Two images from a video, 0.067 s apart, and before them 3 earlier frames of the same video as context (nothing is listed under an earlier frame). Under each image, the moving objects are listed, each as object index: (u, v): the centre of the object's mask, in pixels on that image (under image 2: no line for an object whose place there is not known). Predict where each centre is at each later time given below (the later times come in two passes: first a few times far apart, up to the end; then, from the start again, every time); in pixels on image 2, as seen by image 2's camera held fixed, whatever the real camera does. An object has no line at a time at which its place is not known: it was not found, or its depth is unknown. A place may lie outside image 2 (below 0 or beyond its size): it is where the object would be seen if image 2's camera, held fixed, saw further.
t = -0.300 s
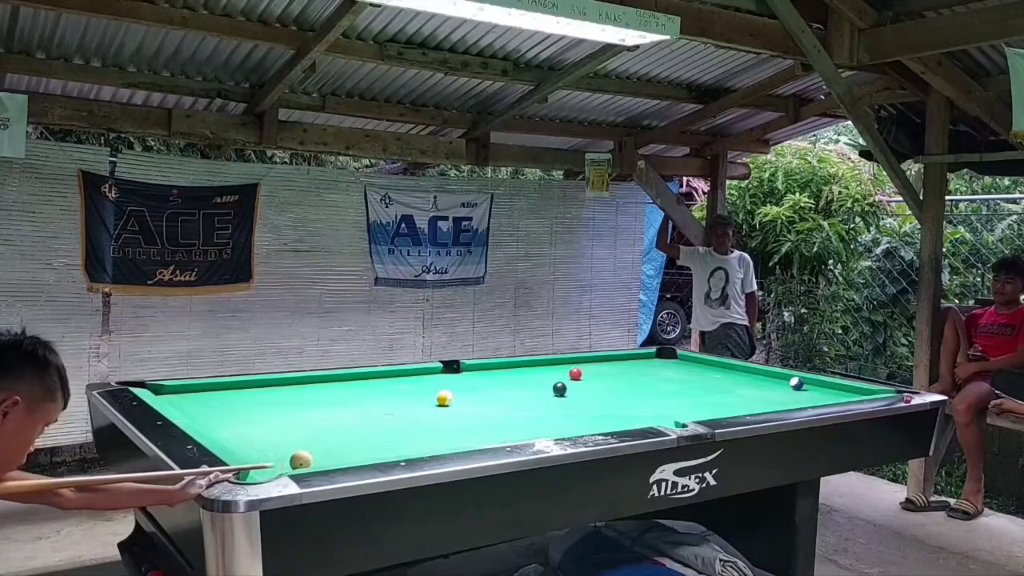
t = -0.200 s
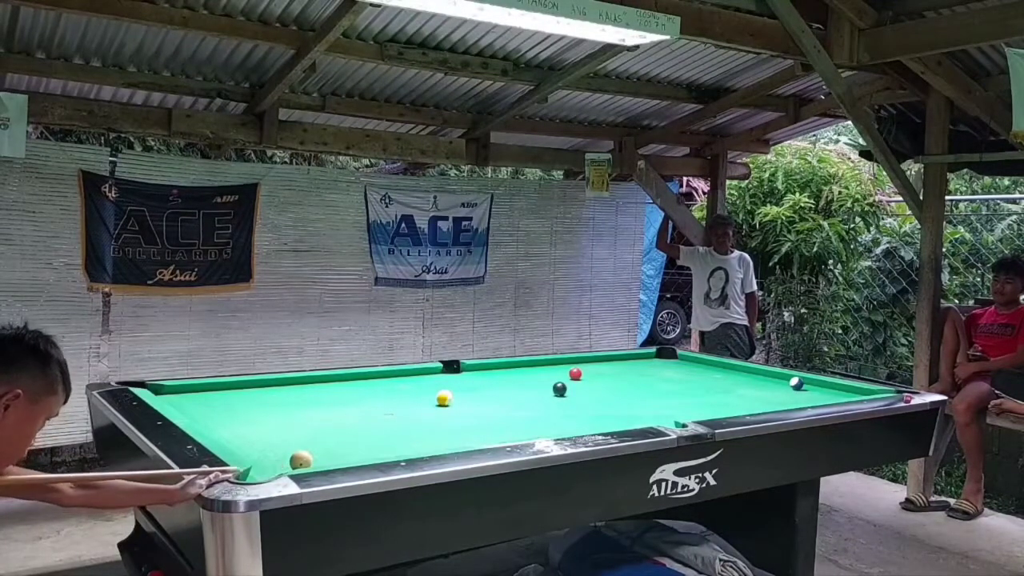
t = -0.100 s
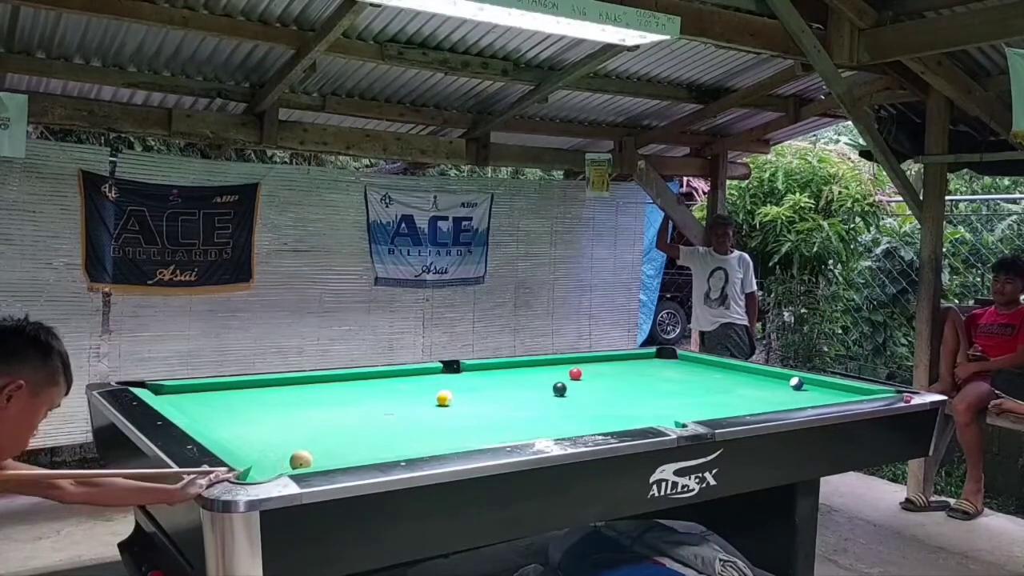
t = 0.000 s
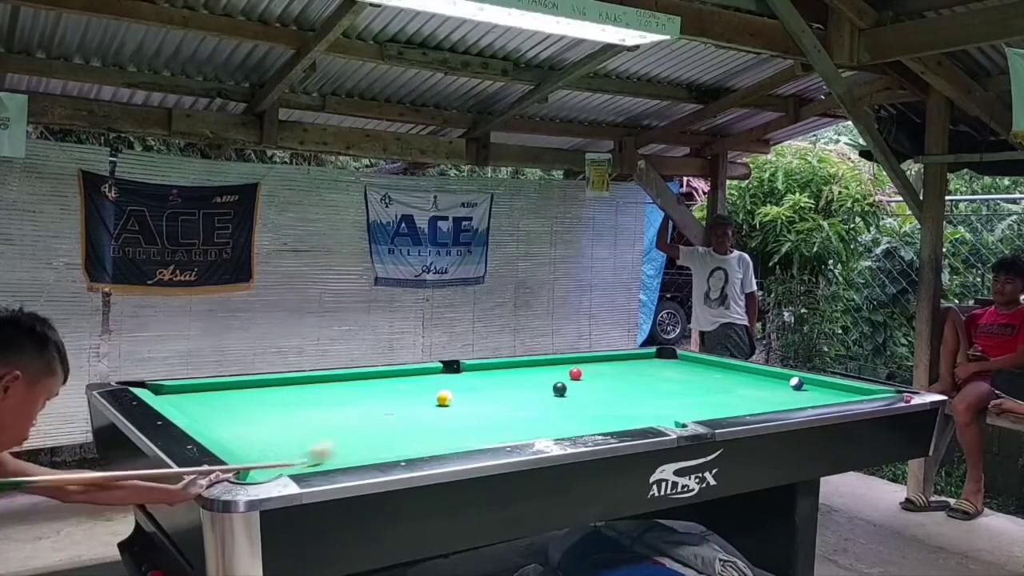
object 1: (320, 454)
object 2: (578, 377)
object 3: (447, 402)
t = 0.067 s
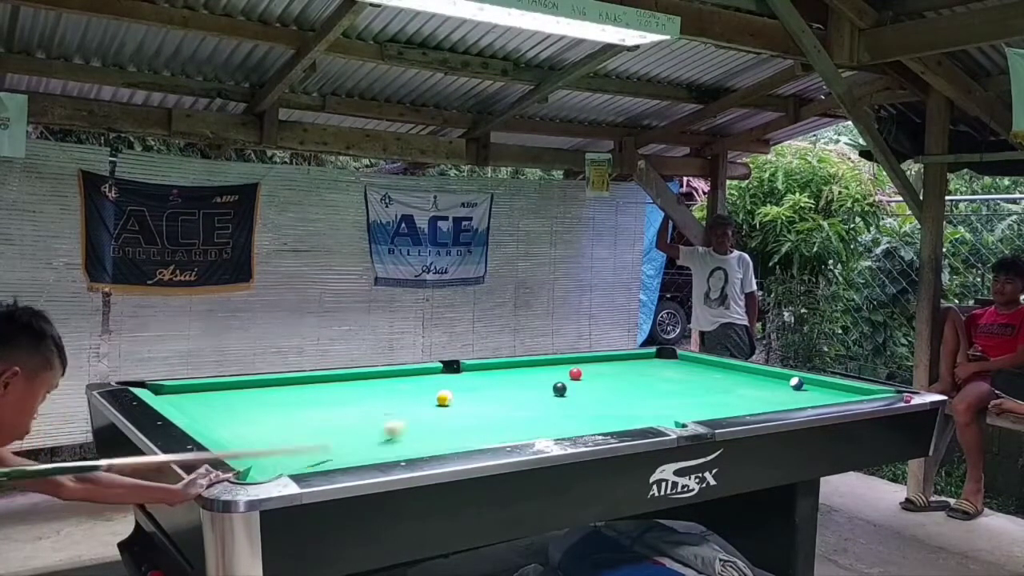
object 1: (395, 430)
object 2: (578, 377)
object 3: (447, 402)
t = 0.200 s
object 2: (577, 375)
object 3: (446, 402)
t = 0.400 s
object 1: (559, 373)
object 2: (602, 373)
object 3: (446, 402)
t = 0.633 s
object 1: (527, 367)
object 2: (681, 358)
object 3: (445, 402)
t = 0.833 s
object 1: (510, 365)
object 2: (628, 360)
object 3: (445, 401)
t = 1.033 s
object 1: (505, 367)
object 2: (576, 363)
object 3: (445, 401)
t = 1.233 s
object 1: (500, 369)
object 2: (528, 365)
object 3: (444, 401)
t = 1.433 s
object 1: (495, 372)
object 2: (485, 368)
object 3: (445, 398)
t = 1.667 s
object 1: (489, 374)
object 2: (435, 374)
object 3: (445, 398)
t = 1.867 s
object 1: (484, 377)
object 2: (388, 379)
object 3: (444, 398)
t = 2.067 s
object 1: (480, 379)
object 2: (336, 384)
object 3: (444, 398)
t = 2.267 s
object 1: (476, 381)
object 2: (282, 389)
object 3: (444, 398)
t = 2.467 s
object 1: (472, 382)
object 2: (223, 395)
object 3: (444, 398)
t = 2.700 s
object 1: (468, 384)
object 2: (173, 399)
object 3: (444, 398)
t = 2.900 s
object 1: (465, 386)
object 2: (207, 399)
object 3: (444, 398)
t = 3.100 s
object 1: (463, 388)
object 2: (239, 399)
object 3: (444, 398)
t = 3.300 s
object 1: (461, 389)
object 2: (270, 399)
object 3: (444, 398)
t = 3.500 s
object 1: (459, 391)
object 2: (299, 398)
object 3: (444, 398)
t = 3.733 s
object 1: (458, 392)
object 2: (331, 398)
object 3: (444, 398)
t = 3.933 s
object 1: (458, 392)
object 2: (356, 397)
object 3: (444, 398)
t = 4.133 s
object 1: (457, 393)
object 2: (380, 397)
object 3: (444, 398)
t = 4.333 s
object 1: (457, 394)
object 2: (402, 397)
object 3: (444, 398)
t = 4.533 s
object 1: (457, 394)
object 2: (423, 397)
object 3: (444, 398)
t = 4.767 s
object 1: (459, 394)
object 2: (437, 395)
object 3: (446, 398)
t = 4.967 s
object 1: (467, 394)
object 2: (441, 393)
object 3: (451, 399)
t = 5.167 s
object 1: (474, 394)
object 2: (444, 393)
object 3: (453, 400)
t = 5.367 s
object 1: (481, 395)
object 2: (446, 393)
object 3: (456, 400)
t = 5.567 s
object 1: (487, 395)
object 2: (447, 393)
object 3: (458, 401)
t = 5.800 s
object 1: (493, 395)
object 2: (448, 393)
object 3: (459, 401)
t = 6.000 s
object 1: (496, 394)
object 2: (448, 393)
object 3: (460, 401)
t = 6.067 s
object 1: (498, 394)
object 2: (448, 393)
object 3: (460, 401)
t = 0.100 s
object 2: (578, 377)
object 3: (446, 402)
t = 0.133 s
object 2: (578, 377)
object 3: (445, 400)
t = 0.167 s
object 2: (578, 377)
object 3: (446, 401)
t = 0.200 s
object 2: (577, 375)
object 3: (446, 402)
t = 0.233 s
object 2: (577, 375)
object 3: (446, 402)
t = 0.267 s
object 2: (577, 375)
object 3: (446, 402)
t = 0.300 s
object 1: (545, 381)
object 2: (577, 375)
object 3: (446, 402)
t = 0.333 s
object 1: (558, 376)
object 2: (577, 375)
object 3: (446, 402)
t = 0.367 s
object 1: (564, 374)
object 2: (585, 375)
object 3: (446, 402)
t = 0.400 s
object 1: (559, 373)
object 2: (602, 373)
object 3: (446, 402)
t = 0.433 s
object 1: (554, 372)
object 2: (619, 369)
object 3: (446, 402)
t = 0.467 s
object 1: (549, 371)
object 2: (634, 367)
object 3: (446, 402)
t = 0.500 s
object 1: (544, 370)
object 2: (646, 364)
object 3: (446, 402)
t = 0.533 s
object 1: (540, 369)
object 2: (659, 362)
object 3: (445, 402)
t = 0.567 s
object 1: (536, 369)
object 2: (671, 361)
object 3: (445, 402)
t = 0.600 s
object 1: (531, 368)
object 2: (683, 359)
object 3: (445, 402)
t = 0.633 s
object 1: (527, 367)
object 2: (681, 358)
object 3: (445, 402)
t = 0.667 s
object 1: (523, 366)
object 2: (672, 359)
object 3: (445, 402)
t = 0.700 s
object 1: (519, 365)
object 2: (662, 359)
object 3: (445, 401)
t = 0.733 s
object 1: (515, 364)
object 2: (654, 359)
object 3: (445, 401)
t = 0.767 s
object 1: (512, 364)
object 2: (645, 360)
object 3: (445, 401)
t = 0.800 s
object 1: (511, 365)
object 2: (637, 360)
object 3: (445, 401)
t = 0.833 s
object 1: (510, 365)
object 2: (628, 360)
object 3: (445, 401)
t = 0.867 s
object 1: (510, 365)
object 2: (620, 360)
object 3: (445, 401)
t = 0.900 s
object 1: (509, 365)
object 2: (611, 361)
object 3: (445, 401)
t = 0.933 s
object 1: (507, 366)
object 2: (603, 361)
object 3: (445, 401)
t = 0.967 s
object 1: (507, 366)
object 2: (594, 362)
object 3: (445, 401)
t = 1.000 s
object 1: (506, 367)
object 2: (585, 362)
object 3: (445, 401)
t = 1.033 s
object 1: (505, 367)
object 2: (576, 363)
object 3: (445, 401)
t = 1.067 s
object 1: (504, 367)
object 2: (568, 362)
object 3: (445, 401)
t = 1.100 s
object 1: (503, 368)
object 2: (558, 363)
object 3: (445, 401)
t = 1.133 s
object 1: (502, 368)
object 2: (549, 363)
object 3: (445, 401)
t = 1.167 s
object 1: (501, 369)
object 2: (541, 364)
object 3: (444, 401)
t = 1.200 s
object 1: (500, 369)
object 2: (534, 364)
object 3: (444, 401)
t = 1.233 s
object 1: (500, 369)
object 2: (528, 365)
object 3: (444, 401)
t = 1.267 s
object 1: (499, 370)
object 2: (521, 365)
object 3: (444, 401)
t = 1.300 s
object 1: (498, 370)
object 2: (515, 366)
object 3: (444, 401)
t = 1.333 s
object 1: (497, 371)
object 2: (508, 366)
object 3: (444, 401)
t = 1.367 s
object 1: (496, 371)
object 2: (504, 365)
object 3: (444, 401)
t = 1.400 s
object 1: (495, 371)
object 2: (491, 365)
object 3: (444, 401)
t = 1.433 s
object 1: (495, 372)
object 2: (485, 368)
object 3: (445, 398)
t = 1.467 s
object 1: (494, 372)
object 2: (479, 369)
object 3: (444, 398)
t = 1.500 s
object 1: (493, 373)
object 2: (472, 370)
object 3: (444, 398)
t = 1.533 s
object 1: (492, 373)
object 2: (465, 370)
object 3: (444, 398)
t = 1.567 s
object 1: (491, 373)
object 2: (457, 371)
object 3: (445, 398)
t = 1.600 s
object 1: (491, 374)
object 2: (450, 371)
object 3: (445, 398)
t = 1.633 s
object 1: (490, 374)
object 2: (442, 373)
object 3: (445, 398)
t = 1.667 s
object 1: (489, 374)
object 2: (435, 374)
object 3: (445, 398)
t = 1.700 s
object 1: (488, 375)
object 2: (428, 374)
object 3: (445, 398)
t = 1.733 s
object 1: (487, 375)
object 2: (420, 375)
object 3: (445, 398)
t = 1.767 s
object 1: (487, 375)
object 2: (412, 376)
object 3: (444, 398)
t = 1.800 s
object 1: (486, 376)
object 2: (403, 377)
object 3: (444, 398)
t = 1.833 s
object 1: (485, 376)
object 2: (396, 378)
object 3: (444, 398)
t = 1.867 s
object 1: (484, 377)
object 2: (388, 379)
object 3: (444, 398)
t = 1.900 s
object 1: (483, 377)
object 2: (379, 379)
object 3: (444, 398)
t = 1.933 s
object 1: (483, 377)
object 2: (371, 380)
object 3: (444, 398)
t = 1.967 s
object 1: (482, 378)
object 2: (362, 381)
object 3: (444, 398)
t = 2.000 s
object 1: (481, 378)
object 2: (354, 382)
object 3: (444, 398)
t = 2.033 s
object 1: (481, 378)
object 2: (345, 383)
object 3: (444, 398)
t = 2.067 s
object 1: (480, 379)
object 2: (336, 384)
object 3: (444, 398)
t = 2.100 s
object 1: (479, 379)
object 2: (328, 384)
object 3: (444, 398)
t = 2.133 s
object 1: (478, 379)
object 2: (319, 385)
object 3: (444, 398)
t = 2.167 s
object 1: (478, 379)
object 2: (309, 386)
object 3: (444, 398)
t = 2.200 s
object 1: (477, 380)
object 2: (300, 387)
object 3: (444, 398)
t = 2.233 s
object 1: (477, 380)
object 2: (291, 388)
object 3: (444, 398)
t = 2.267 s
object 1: (476, 381)
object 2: (282, 389)
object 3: (444, 398)
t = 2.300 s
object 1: (475, 381)
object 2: (273, 391)
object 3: (444, 398)
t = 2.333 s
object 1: (474, 381)
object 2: (263, 391)
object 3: (444, 398)
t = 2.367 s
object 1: (474, 382)
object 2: (253, 392)
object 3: (444, 398)
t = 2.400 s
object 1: (473, 382)
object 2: (243, 393)
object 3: (444, 398)
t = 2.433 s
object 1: (472, 382)
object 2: (233, 394)
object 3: (444, 398)
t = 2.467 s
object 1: (472, 382)
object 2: (223, 395)
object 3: (444, 398)
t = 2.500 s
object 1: (471, 383)
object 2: (213, 396)
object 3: (444, 398)
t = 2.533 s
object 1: (471, 383)
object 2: (203, 396)
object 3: (444, 398)
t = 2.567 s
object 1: (470, 383)
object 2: (193, 398)
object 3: (444, 398)
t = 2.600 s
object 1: (470, 383)
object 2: (182, 399)
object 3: (444, 398)
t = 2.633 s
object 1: (469, 384)
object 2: (172, 399)
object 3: (444, 398)
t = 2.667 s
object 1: (469, 384)
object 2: (168, 397)
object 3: (444, 398)
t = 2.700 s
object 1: (468, 384)
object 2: (173, 399)
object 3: (444, 398)
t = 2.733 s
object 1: (468, 385)
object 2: (178, 400)
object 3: (444, 398)
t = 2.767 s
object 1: (467, 385)
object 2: (184, 400)
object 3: (444, 398)
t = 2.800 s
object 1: (467, 385)
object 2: (190, 400)
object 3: (444, 398)
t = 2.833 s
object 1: (466, 386)
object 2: (195, 400)
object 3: (444, 398)
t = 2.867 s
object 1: (465, 386)
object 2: (201, 399)
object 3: (444, 398)
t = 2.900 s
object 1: (465, 386)
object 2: (207, 399)
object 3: (444, 398)
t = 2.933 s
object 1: (464, 386)
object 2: (212, 399)
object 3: (444, 398)
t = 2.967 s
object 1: (464, 387)
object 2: (217, 399)
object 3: (444, 398)
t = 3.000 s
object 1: (464, 387)
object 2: (223, 399)
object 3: (444, 398)
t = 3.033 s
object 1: (463, 387)
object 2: (228, 399)
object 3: (444, 398)
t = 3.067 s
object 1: (463, 387)
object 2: (234, 399)
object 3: (444, 398)
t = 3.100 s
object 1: (463, 388)
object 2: (239, 399)
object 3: (444, 398)
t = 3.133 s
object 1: (463, 388)
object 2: (244, 399)
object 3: (444, 398)
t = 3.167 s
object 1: (462, 388)
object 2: (250, 399)
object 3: (444, 398)
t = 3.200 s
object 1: (462, 388)
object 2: (255, 399)
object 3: (444, 398)
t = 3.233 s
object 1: (462, 389)
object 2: (260, 399)
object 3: (444, 398)
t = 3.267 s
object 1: (461, 389)
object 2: (265, 399)
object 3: (444, 398)
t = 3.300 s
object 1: (461, 389)
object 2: (270, 399)
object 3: (444, 398)
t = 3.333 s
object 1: (461, 389)
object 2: (275, 399)
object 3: (444, 398)
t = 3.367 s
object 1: (460, 390)
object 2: (280, 399)
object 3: (444, 398)
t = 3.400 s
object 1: (460, 390)
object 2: (285, 399)
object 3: (444, 398)
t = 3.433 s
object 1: (460, 390)
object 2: (289, 398)
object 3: (444, 398)
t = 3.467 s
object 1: (459, 390)
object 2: (294, 398)
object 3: (444, 398)
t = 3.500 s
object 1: (459, 391)
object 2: (299, 398)
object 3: (444, 398)
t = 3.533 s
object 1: (459, 391)
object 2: (303, 398)
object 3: (444, 398)
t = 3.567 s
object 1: (459, 391)
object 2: (308, 398)
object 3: (444, 398)
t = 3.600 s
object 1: (459, 391)
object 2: (313, 398)
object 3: (444, 398)
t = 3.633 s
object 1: (459, 391)
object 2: (317, 398)
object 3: (444, 398)
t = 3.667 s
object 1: (458, 391)
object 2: (322, 398)
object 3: (444, 398)
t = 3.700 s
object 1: (458, 391)
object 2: (326, 398)
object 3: (444, 398)
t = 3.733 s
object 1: (458, 392)
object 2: (331, 398)
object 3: (444, 398)
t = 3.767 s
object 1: (458, 392)
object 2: (335, 398)
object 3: (444, 398)
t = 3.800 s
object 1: (458, 392)
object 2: (339, 398)
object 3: (444, 398)
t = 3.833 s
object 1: (458, 392)
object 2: (344, 397)
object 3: (444, 398)
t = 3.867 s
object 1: (458, 392)
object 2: (348, 397)
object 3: (444, 398)
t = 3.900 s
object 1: (458, 392)
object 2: (352, 397)
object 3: (444, 398)
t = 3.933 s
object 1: (458, 392)
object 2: (356, 397)
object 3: (444, 398)
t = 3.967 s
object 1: (457, 392)
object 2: (360, 397)
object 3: (444, 398)
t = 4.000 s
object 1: (457, 392)
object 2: (364, 397)
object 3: (444, 398)
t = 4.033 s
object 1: (457, 393)
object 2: (368, 397)
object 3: (444, 398)
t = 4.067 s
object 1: (457, 393)
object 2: (372, 397)
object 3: (444, 398)
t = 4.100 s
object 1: (457, 393)
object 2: (376, 397)
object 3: (444, 398)
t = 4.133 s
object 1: (457, 393)
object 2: (380, 397)
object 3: (444, 398)
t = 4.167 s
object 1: (457, 393)
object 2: (384, 397)
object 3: (444, 398)
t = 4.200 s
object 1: (457, 393)
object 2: (387, 397)
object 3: (444, 398)
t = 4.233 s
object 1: (457, 393)
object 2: (391, 397)
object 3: (444, 398)
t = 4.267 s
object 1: (457, 393)
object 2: (395, 397)
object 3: (444, 398)
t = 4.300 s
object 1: (457, 393)
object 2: (399, 397)
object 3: (444, 398)
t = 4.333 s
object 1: (457, 394)
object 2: (402, 397)
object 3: (444, 398)
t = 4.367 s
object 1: (457, 394)
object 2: (406, 397)
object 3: (444, 398)
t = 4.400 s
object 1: (457, 394)
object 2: (409, 397)
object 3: (444, 398)
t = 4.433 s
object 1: (457, 394)
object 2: (413, 397)
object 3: (444, 398)
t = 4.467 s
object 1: (458, 394)
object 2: (416, 397)
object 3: (444, 398)
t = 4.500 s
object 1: (457, 394)
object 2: (420, 397)
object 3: (444, 398)
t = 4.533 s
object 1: (457, 394)
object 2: (423, 397)
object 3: (444, 398)
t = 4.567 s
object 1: (458, 394)
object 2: (426, 397)
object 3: (444, 398)
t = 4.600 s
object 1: (458, 394)
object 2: (429, 397)
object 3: (444, 398)
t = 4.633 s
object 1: (458, 394)
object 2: (431, 396)
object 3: (444, 398)
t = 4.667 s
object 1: (457, 394)
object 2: (433, 396)
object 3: (444, 398)
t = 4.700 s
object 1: (458, 394)
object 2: (434, 395)
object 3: (445, 398)
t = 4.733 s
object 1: (458, 394)
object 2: (436, 395)
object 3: (445, 398)
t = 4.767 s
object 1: (459, 394)
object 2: (437, 395)
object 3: (446, 398)
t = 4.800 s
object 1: (460, 394)
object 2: (438, 395)
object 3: (447, 398)
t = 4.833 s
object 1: (461, 394)
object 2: (438, 394)
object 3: (447, 398)
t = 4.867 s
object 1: (463, 394)
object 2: (439, 394)
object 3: (448, 399)
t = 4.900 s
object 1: (464, 394)
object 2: (440, 393)
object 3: (449, 399)
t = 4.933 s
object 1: (466, 394)
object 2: (441, 393)
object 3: (450, 399)
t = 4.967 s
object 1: (467, 394)
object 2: (441, 393)
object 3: (451, 399)
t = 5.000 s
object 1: (468, 394)
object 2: (442, 393)
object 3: (451, 399)
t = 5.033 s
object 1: (470, 394)
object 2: (442, 393)
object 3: (452, 399)
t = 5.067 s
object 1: (471, 394)
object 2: (443, 393)
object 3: (452, 399)
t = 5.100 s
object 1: (472, 394)
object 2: (443, 393)
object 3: (453, 400)
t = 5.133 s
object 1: (473, 394)
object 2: (444, 393)
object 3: (453, 400)
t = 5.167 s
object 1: (474, 394)
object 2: (444, 393)
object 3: (453, 400)
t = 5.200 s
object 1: (476, 394)
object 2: (444, 393)
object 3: (454, 400)
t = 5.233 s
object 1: (477, 394)
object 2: (445, 393)
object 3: (454, 400)
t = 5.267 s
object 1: (478, 394)
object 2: (445, 393)
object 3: (455, 400)
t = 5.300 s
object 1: (479, 395)
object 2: (445, 393)
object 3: (455, 400)
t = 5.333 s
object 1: (481, 395)
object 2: (446, 393)
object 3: (455, 400)
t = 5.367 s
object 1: (481, 395)
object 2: (446, 393)
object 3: (456, 400)
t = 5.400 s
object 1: (483, 395)
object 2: (446, 393)
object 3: (456, 400)
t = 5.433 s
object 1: (484, 395)
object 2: (447, 393)
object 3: (457, 400)
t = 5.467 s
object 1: (485, 394)
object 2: (447, 393)
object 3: (457, 400)
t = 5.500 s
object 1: (486, 394)
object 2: (447, 393)
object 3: (457, 400)
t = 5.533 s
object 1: (487, 394)
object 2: (447, 393)
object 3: (458, 400)
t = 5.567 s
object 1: (487, 395)
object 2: (447, 393)
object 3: (458, 401)
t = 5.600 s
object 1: (488, 394)
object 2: (447, 393)
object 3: (458, 401)
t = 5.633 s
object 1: (490, 394)
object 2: (447, 393)
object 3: (458, 401)
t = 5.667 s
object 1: (490, 395)
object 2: (448, 393)
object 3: (459, 401)
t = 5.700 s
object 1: (491, 394)
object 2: (448, 393)
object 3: (459, 401)
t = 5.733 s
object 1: (492, 394)
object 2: (448, 393)
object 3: (459, 401)
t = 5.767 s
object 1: (492, 394)
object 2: (448, 393)
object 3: (459, 401)
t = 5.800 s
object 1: (493, 395)
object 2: (448, 393)
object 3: (459, 401)
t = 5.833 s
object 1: (493, 394)
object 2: (448, 393)
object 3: (460, 401)
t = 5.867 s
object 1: (494, 395)
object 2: (448, 393)
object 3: (460, 401)
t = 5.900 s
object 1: (495, 394)
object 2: (448, 393)
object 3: (460, 401)
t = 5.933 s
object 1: (495, 395)
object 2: (448, 393)
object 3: (460, 401)
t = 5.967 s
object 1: (496, 395)
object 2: (448, 393)
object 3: (460, 401)
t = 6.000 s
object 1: (496, 394)
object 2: (448, 393)
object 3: (460, 401)
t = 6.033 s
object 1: (497, 394)
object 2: (448, 393)
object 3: (460, 401)
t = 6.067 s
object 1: (498, 394)
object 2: (448, 393)
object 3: (460, 401)
